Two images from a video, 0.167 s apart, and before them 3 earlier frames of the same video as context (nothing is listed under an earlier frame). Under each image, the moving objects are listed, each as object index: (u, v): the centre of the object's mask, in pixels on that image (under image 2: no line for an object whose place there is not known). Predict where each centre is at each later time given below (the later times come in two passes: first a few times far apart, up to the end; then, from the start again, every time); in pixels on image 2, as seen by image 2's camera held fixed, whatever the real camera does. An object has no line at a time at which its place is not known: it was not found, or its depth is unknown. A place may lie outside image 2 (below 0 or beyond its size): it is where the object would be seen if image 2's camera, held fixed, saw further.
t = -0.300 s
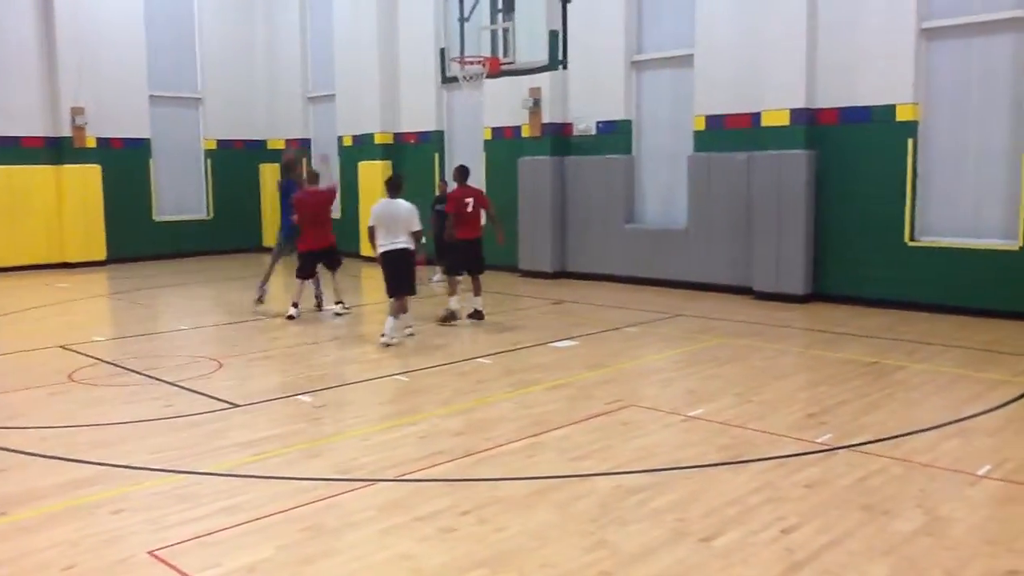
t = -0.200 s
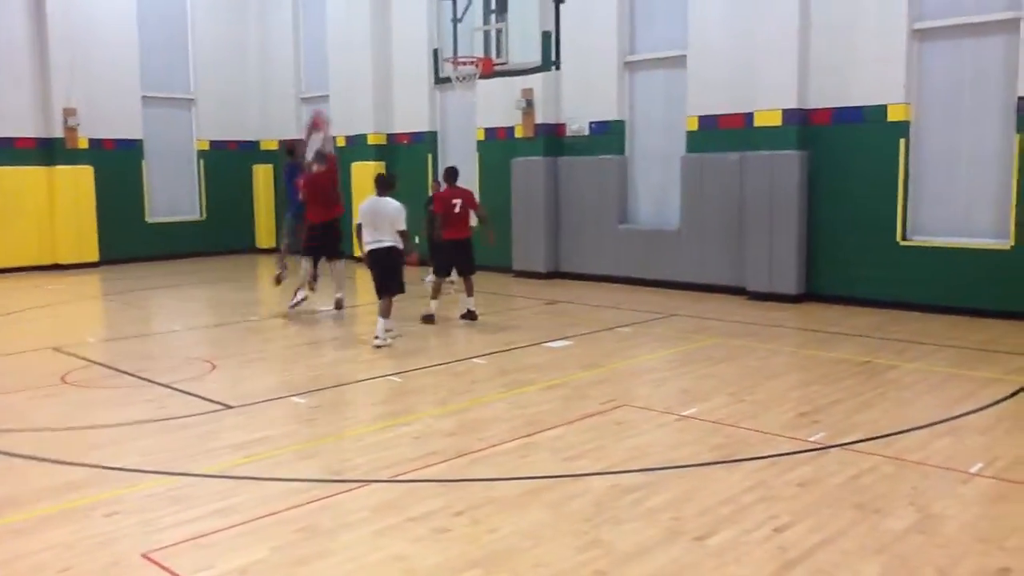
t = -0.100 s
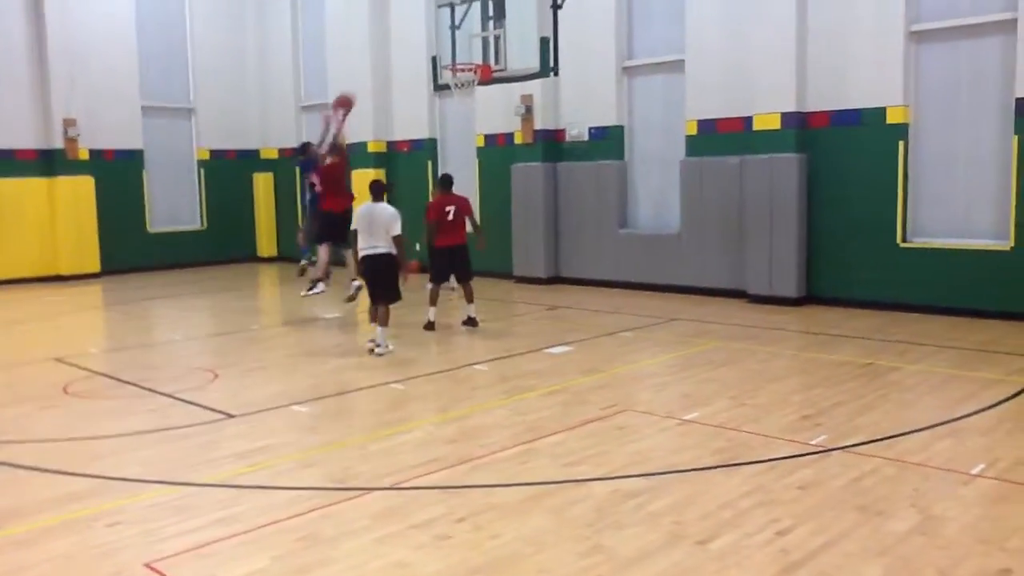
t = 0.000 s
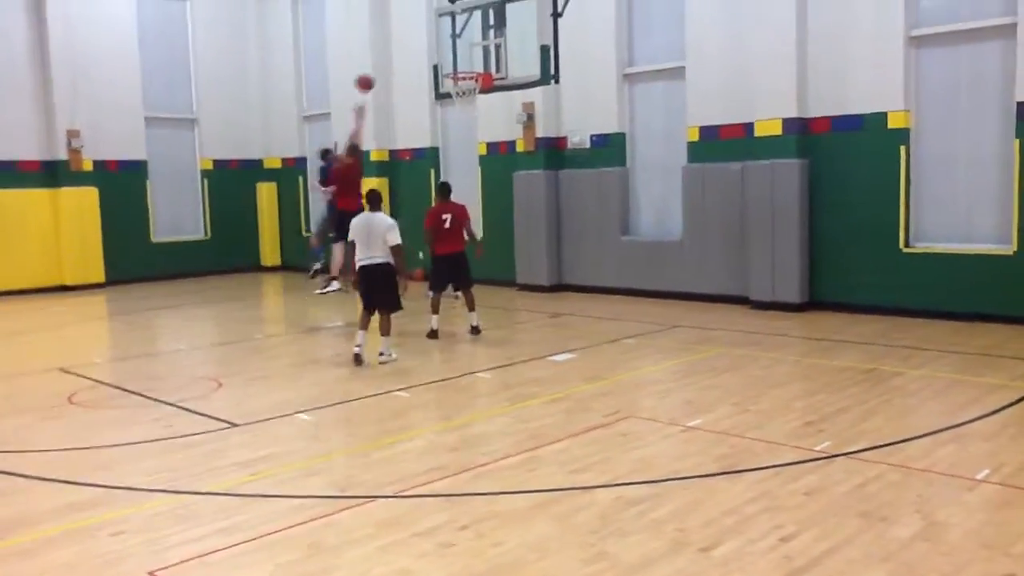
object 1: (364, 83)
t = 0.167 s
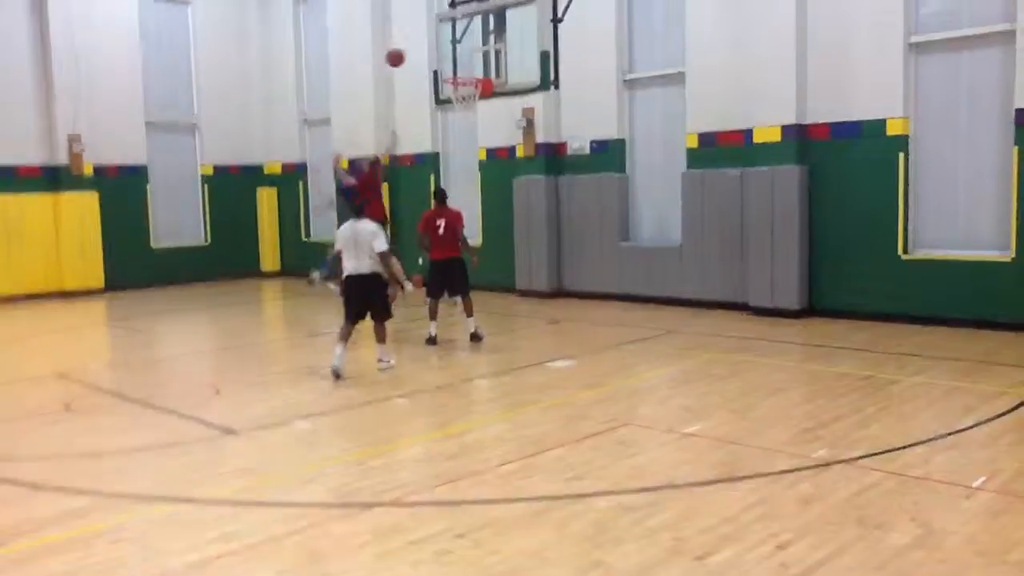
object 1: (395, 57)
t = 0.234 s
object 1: (408, 51)
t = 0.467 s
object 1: (453, 59)
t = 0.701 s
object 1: (468, 66)
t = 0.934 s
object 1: (466, 77)
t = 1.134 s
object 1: (453, 94)
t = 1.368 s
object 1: (460, 126)
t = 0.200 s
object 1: (402, 54)
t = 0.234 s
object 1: (408, 51)
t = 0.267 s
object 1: (415, 48)
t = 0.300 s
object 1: (422, 46)
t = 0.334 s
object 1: (428, 47)
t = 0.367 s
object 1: (434, 49)
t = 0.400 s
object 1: (440, 52)
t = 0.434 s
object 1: (446, 54)
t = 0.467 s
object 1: (453, 59)
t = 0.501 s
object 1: (462, 65)
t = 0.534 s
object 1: (467, 70)
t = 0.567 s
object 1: (468, 72)
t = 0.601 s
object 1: (469, 73)
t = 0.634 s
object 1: (469, 70)
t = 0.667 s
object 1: (468, 67)
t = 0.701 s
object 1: (468, 66)
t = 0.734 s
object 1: (469, 65)
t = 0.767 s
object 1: (469, 66)
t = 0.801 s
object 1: (469, 67)
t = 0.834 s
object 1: (469, 69)
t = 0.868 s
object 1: (469, 73)
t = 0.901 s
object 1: (469, 76)
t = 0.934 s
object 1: (466, 77)
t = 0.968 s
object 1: (462, 79)
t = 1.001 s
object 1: (458, 82)
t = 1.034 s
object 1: (453, 85)
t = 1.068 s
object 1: (453, 89)
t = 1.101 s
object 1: (454, 92)
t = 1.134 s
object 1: (453, 94)
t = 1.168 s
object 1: (453, 100)
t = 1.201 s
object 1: (453, 106)
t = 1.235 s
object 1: (454, 109)
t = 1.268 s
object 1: (456, 112)
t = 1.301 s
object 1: (457, 117)
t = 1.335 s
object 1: (459, 121)
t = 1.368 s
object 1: (460, 126)
